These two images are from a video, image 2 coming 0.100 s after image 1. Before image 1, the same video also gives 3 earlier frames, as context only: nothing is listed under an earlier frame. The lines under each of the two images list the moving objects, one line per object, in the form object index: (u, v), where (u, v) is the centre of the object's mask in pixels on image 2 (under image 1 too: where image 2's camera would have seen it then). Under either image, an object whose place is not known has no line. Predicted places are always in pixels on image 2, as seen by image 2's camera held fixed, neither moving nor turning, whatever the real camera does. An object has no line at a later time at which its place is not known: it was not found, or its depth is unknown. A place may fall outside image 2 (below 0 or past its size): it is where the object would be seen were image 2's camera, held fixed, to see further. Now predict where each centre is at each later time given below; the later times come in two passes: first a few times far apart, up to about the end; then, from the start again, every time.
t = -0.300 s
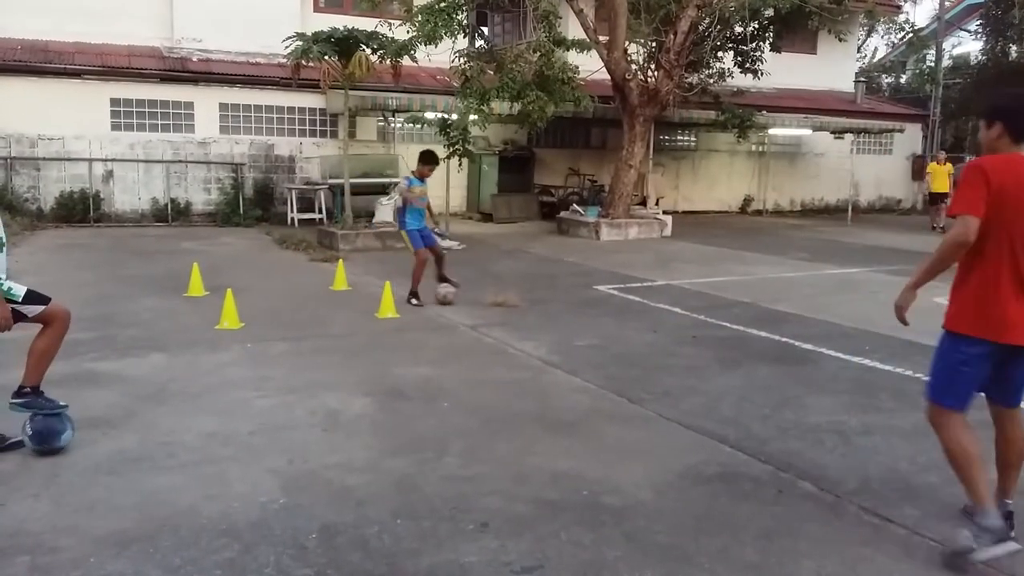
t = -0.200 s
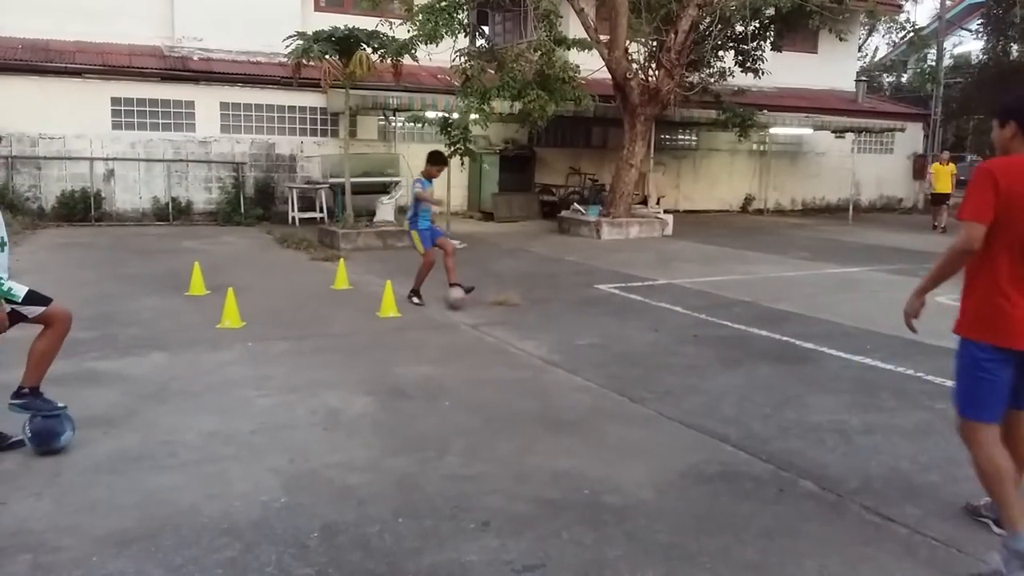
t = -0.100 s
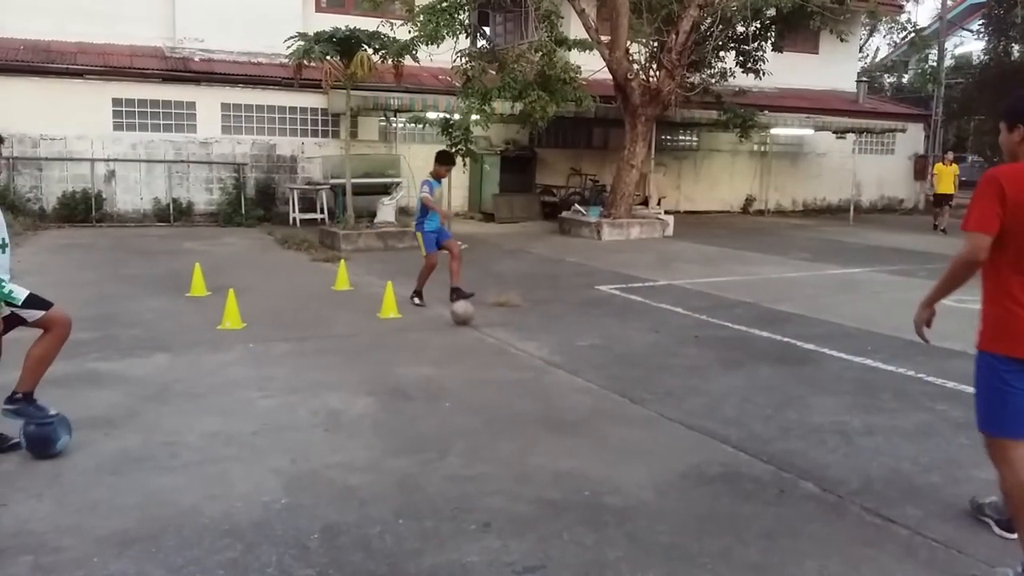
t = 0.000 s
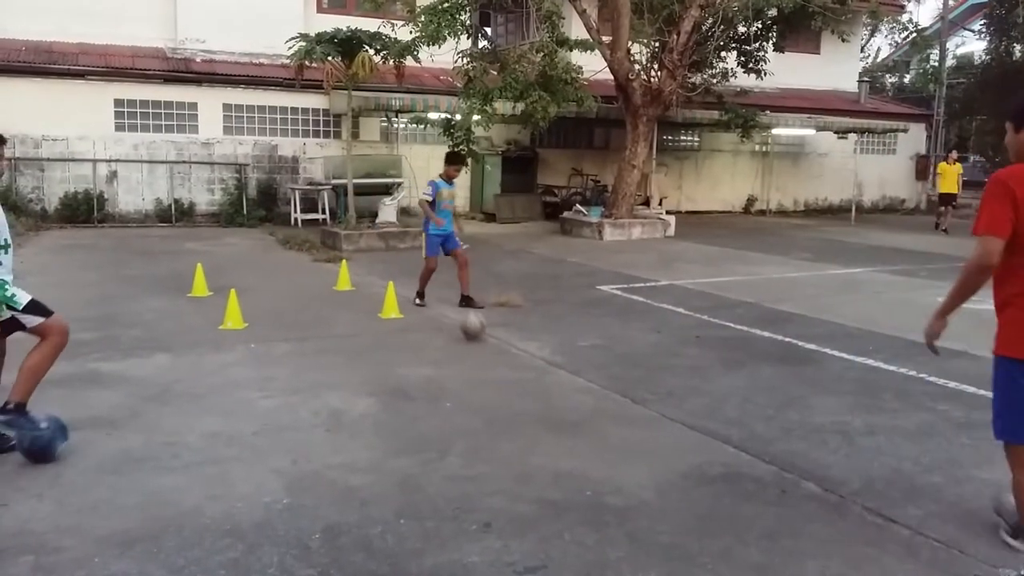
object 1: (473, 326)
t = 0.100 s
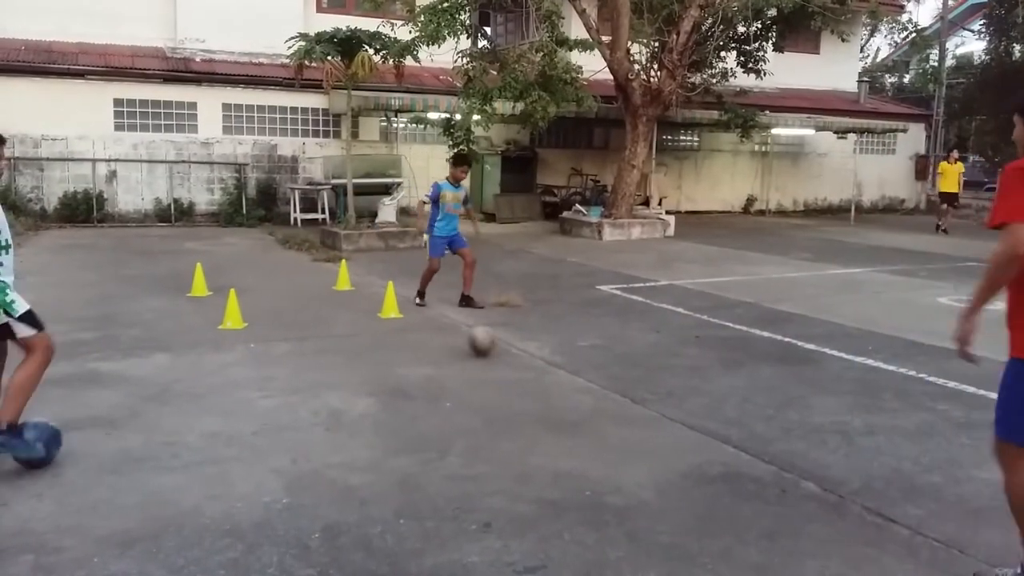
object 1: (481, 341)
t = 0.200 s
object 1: (491, 358)
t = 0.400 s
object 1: (515, 392)
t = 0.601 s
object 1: (553, 444)
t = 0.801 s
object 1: (609, 520)
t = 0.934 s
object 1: (663, 565)
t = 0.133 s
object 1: (484, 345)
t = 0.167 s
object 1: (488, 352)
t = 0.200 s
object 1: (491, 358)
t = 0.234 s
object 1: (494, 363)
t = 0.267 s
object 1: (499, 367)
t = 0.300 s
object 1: (502, 373)
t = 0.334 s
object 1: (507, 381)
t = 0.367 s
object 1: (511, 386)
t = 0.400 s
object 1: (515, 392)
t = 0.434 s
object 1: (521, 401)
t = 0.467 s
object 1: (527, 408)
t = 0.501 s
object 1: (533, 416)
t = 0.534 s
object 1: (539, 425)
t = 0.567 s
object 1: (546, 434)
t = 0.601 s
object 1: (553, 444)
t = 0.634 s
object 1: (561, 455)
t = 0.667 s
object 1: (569, 466)
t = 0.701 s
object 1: (576, 478)
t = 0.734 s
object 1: (587, 491)
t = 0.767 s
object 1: (598, 505)
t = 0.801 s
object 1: (609, 520)
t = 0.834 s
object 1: (622, 537)
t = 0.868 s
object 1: (634, 549)
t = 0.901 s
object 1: (649, 558)
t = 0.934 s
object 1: (663, 565)
